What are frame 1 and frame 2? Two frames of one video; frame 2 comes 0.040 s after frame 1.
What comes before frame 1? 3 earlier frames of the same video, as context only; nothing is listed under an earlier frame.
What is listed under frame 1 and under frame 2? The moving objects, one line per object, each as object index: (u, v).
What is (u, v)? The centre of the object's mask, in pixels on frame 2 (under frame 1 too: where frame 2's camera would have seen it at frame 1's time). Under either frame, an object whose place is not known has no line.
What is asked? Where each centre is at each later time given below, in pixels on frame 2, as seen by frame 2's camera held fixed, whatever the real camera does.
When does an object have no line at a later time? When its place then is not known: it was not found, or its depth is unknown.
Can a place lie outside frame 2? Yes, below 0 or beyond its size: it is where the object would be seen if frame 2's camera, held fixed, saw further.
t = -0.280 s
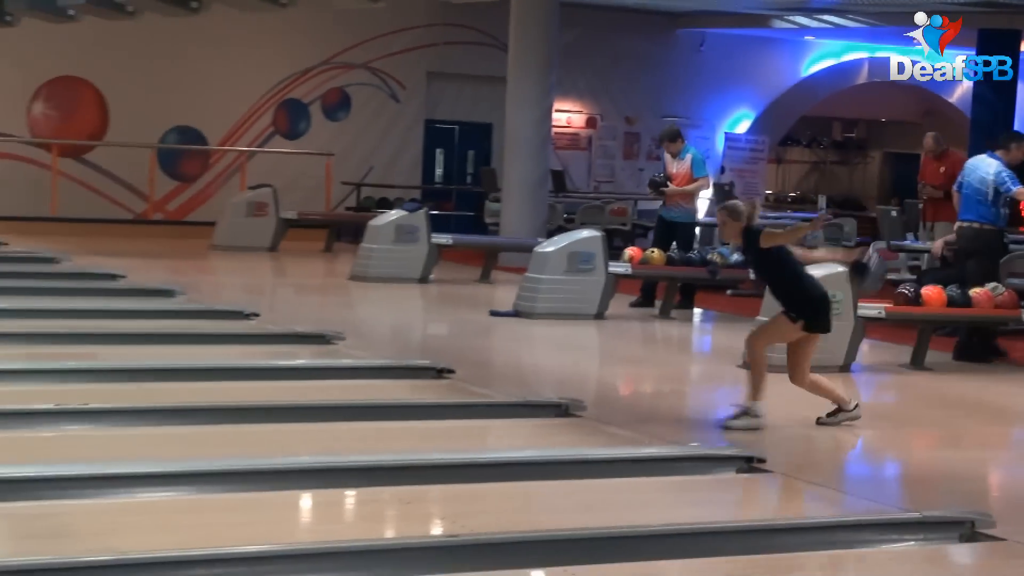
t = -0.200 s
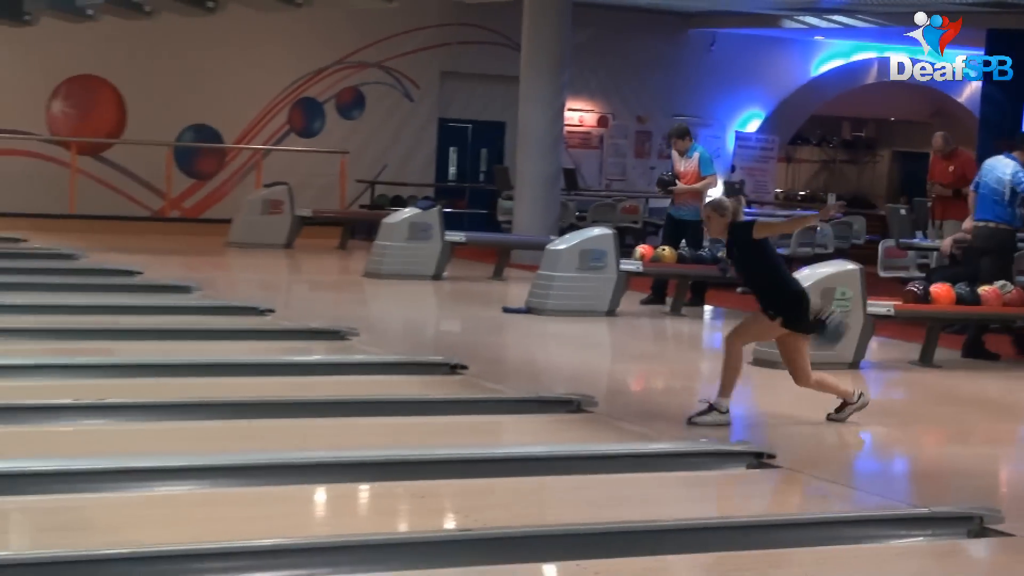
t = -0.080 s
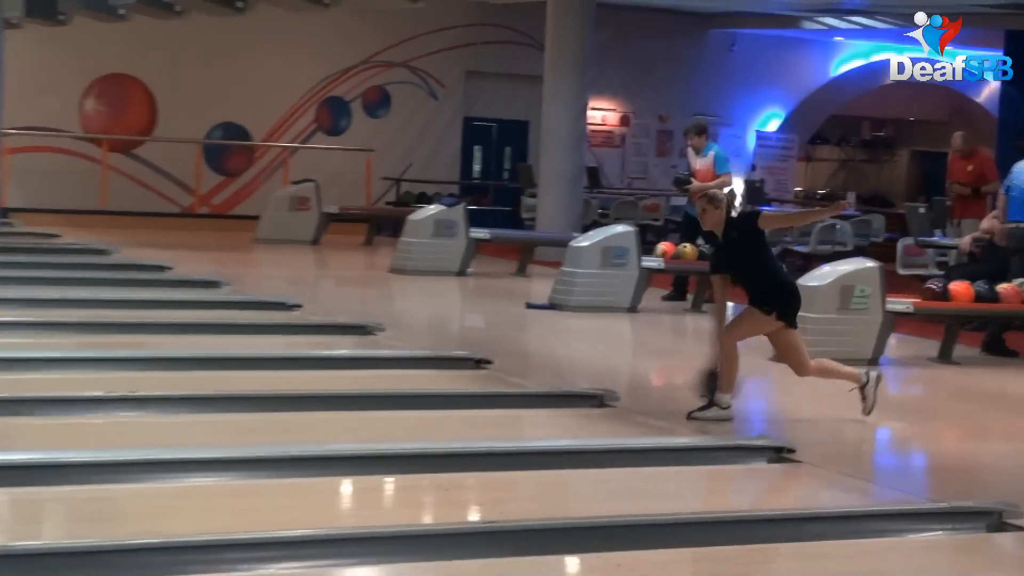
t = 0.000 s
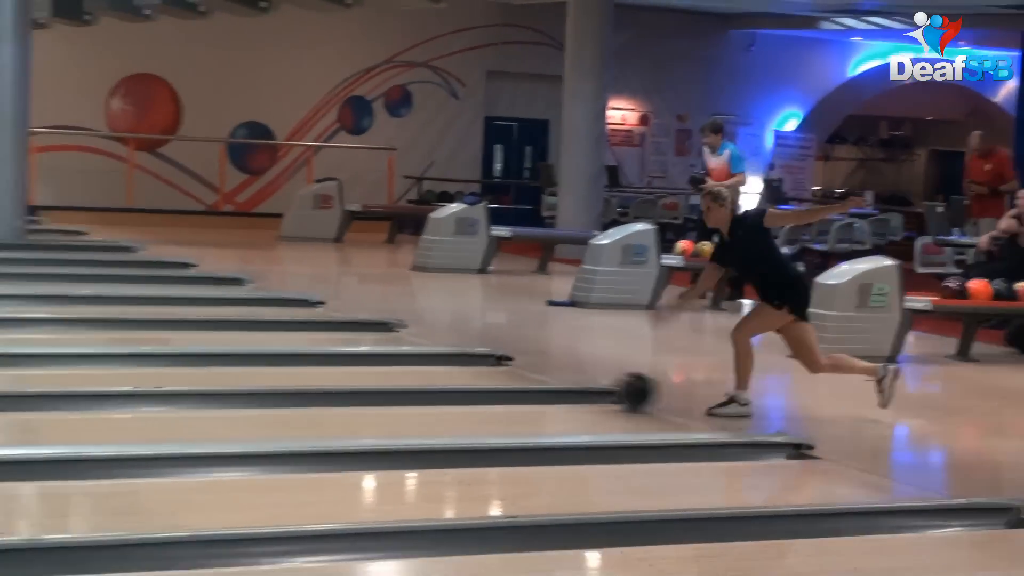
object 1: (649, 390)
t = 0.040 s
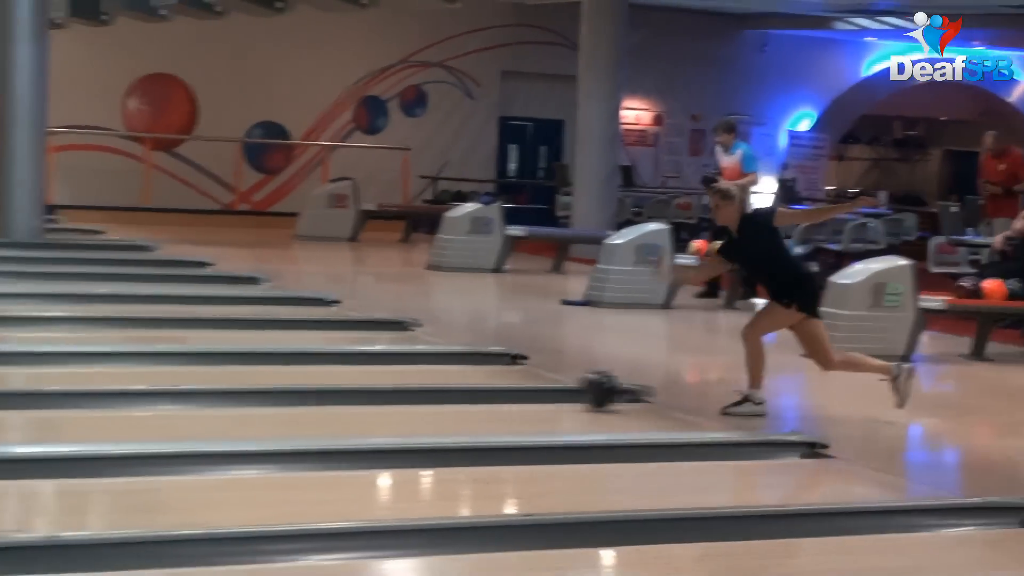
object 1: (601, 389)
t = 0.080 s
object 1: (547, 391)
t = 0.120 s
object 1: (493, 391)
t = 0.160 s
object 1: (439, 391)
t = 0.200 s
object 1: (381, 391)
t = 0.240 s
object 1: (322, 391)
